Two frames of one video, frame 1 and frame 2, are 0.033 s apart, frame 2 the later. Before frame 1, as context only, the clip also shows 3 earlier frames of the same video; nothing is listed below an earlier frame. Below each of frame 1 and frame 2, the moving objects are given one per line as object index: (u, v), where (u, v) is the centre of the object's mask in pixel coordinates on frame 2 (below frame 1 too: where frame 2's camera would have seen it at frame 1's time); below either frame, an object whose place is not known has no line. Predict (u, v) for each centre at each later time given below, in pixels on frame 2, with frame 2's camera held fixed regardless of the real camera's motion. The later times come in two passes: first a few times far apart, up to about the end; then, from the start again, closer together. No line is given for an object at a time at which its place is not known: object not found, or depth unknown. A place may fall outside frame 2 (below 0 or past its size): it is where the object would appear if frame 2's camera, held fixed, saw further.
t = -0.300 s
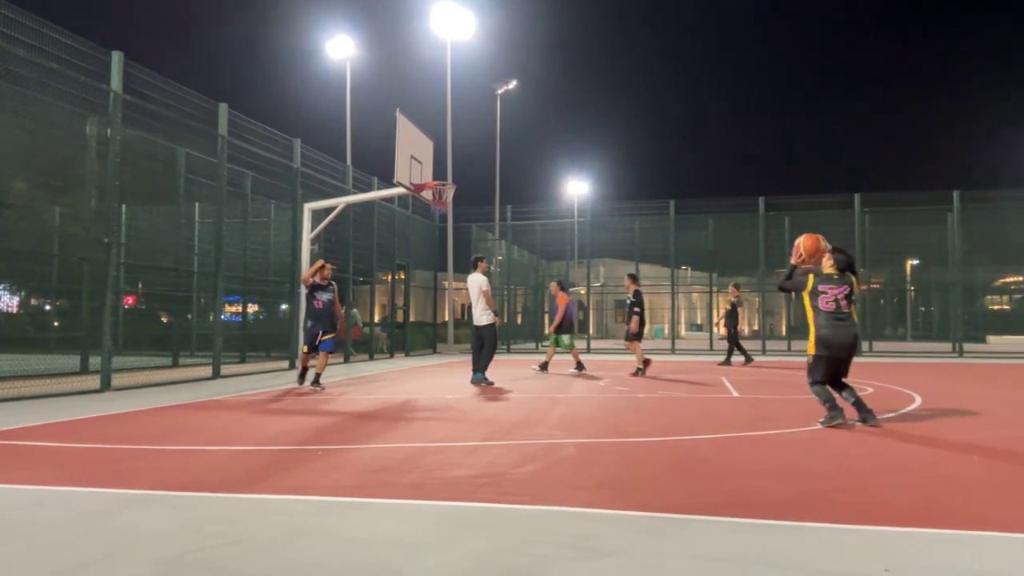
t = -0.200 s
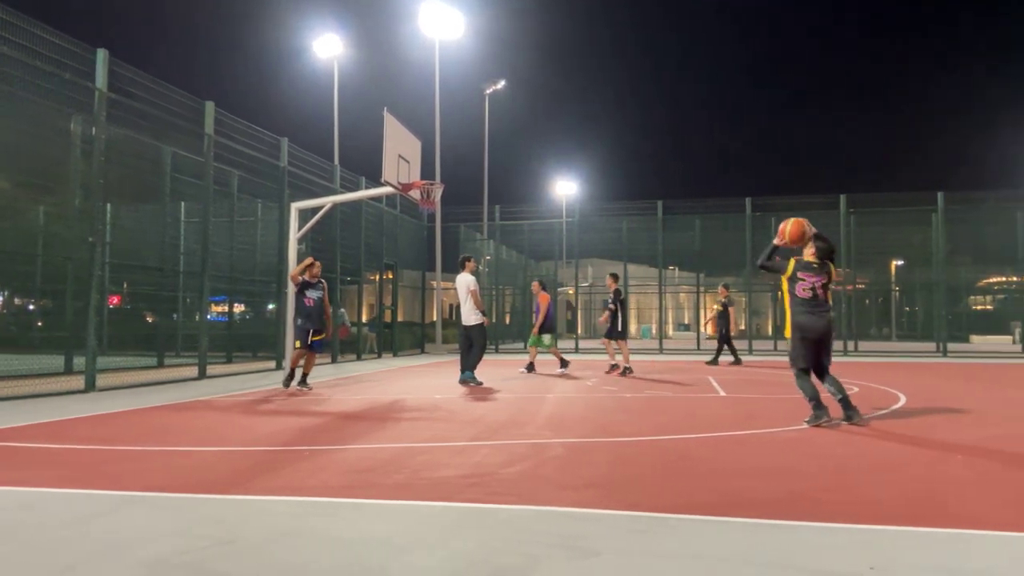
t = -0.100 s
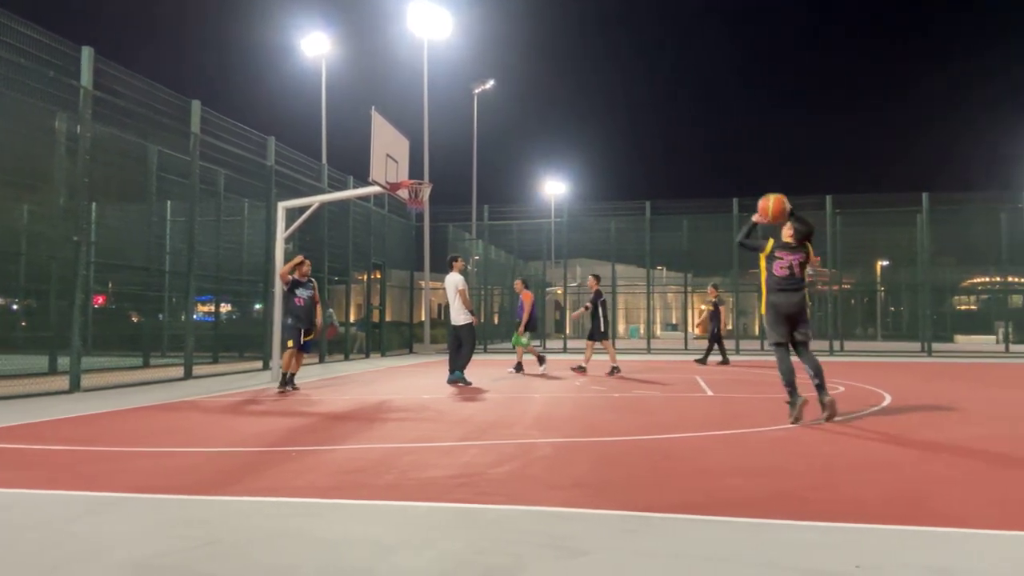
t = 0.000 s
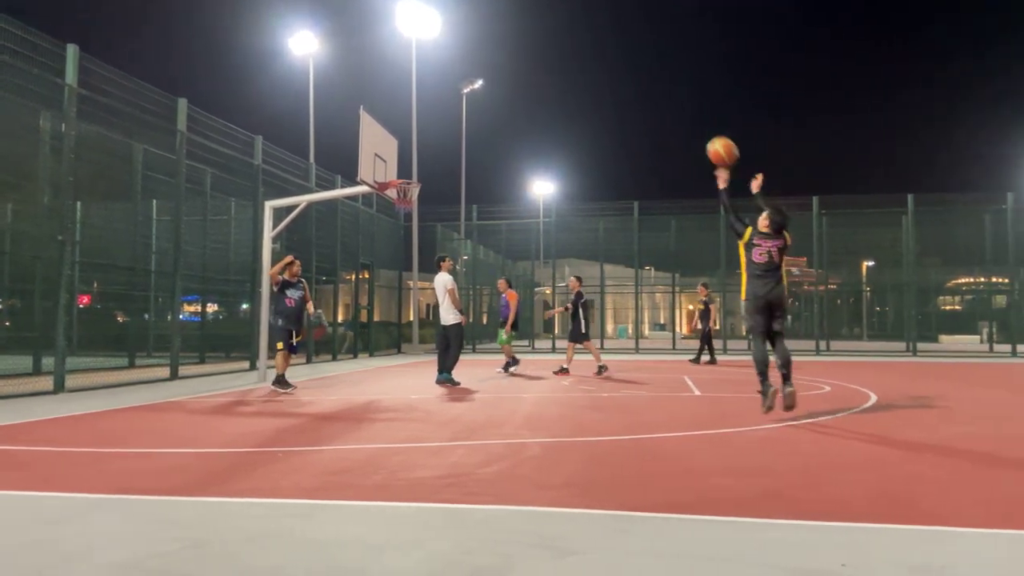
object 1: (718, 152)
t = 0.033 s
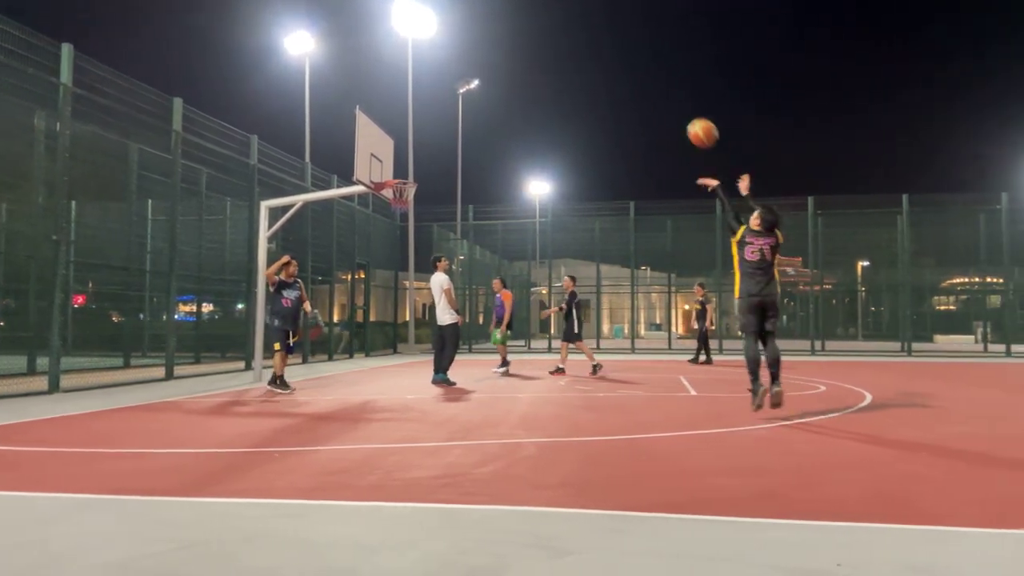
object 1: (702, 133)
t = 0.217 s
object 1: (626, 58)
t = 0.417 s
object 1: (557, 24)
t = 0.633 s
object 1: (497, 30)
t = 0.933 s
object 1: (430, 90)
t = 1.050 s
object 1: (408, 126)
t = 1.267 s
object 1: (381, 156)
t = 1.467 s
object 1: (402, 134)
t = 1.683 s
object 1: (420, 139)
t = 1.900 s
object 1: (438, 173)
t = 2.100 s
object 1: (452, 226)
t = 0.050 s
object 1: (695, 124)
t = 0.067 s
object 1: (687, 115)
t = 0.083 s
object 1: (680, 107)
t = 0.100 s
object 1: (672, 100)
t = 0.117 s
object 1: (665, 93)
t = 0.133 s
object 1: (658, 86)
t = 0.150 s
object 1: (652, 80)
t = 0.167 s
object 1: (645, 74)
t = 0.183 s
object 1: (638, 68)
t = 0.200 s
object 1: (632, 63)
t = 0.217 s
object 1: (626, 58)
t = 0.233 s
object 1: (619, 54)
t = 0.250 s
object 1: (613, 49)
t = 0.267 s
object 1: (607, 46)
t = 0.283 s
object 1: (601, 42)
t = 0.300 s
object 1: (595, 39)
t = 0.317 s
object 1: (590, 36)
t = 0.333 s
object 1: (584, 33)
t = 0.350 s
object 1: (578, 31)
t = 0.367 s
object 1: (573, 29)
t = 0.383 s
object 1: (568, 27)
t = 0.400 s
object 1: (562, 25)
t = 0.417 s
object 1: (557, 24)
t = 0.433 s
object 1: (552, 23)
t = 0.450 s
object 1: (547, 23)
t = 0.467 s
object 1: (542, 22)
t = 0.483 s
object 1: (537, 22)
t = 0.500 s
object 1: (532, 22)
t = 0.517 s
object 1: (528, 22)
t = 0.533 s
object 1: (523, 22)
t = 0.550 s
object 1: (518, 23)
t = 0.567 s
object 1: (514, 24)
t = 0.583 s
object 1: (509, 25)
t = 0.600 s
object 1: (505, 27)
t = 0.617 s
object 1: (500, 28)
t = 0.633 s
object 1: (497, 30)
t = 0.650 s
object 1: (492, 31)
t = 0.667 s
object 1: (489, 33)
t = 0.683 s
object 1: (484, 36)
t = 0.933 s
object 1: (430, 90)
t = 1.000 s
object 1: (417, 110)
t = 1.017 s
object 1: (415, 115)
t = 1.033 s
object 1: (412, 120)
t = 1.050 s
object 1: (408, 126)
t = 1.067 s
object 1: (405, 132)
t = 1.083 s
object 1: (402, 137)
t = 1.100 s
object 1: (399, 143)
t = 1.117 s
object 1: (397, 149)
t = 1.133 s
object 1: (394, 155)
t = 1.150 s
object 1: (391, 161)
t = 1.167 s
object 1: (387, 167)
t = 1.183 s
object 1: (384, 173)
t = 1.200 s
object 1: (383, 172)
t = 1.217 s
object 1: (383, 167)
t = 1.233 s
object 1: (382, 163)
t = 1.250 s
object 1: (381, 159)
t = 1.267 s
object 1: (381, 156)
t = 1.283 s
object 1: (383, 153)
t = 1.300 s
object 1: (385, 150)
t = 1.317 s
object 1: (388, 148)
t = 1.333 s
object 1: (390, 145)
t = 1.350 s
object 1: (391, 143)
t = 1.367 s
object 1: (392, 141)
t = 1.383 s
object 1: (394, 139)
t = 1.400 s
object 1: (395, 137)
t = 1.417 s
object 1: (397, 136)
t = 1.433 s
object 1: (398, 136)
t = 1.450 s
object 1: (400, 135)
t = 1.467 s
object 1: (402, 134)
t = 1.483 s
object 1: (403, 134)
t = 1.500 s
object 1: (403, 133)
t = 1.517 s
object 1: (406, 133)
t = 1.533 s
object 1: (408, 132)
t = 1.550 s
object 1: (409, 133)
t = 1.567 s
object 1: (410, 133)
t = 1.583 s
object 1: (412, 133)
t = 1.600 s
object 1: (414, 134)
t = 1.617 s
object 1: (415, 134)
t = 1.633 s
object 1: (417, 135)
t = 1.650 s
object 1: (418, 137)
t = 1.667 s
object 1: (419, 138)
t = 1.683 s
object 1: (420, 139)
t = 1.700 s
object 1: (422, 141)
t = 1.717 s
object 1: (424, 143)
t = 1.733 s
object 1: (425, 145)
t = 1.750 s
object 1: (426, 147)
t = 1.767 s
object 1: (428, 149)
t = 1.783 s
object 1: (429, 152)
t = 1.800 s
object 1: (430, 154)
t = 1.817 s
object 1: (432, 156)
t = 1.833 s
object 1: (433, 159)
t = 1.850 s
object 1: (434, 162)
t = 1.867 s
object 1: (435, 166)
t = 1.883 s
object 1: (437, 169)
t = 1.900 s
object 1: (438, 173)
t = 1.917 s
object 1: (439, 177)
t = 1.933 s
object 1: (441, 180)
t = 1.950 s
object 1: (442, 185)
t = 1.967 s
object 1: (442, 188)
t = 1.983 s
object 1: (444, 193)
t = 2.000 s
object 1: (445, 197)
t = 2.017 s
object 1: (447, 202)
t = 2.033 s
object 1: (448, 206)
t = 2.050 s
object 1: (449, 210)
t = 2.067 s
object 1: (450, 215)
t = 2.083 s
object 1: (451, 221)
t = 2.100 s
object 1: (452, 226)
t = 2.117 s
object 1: (453, 232)
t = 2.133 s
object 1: (454, 237)
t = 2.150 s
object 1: (457, 243)
